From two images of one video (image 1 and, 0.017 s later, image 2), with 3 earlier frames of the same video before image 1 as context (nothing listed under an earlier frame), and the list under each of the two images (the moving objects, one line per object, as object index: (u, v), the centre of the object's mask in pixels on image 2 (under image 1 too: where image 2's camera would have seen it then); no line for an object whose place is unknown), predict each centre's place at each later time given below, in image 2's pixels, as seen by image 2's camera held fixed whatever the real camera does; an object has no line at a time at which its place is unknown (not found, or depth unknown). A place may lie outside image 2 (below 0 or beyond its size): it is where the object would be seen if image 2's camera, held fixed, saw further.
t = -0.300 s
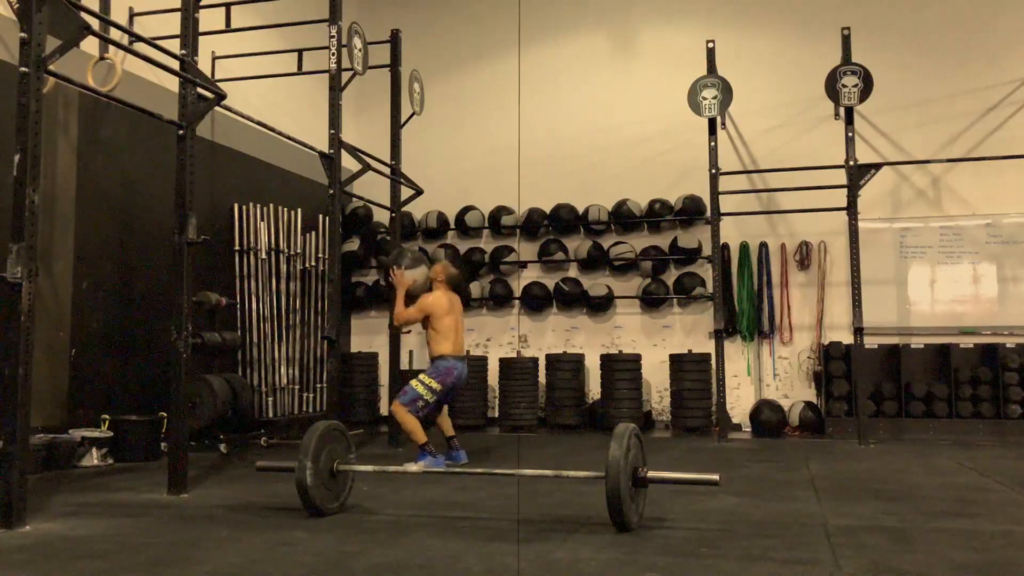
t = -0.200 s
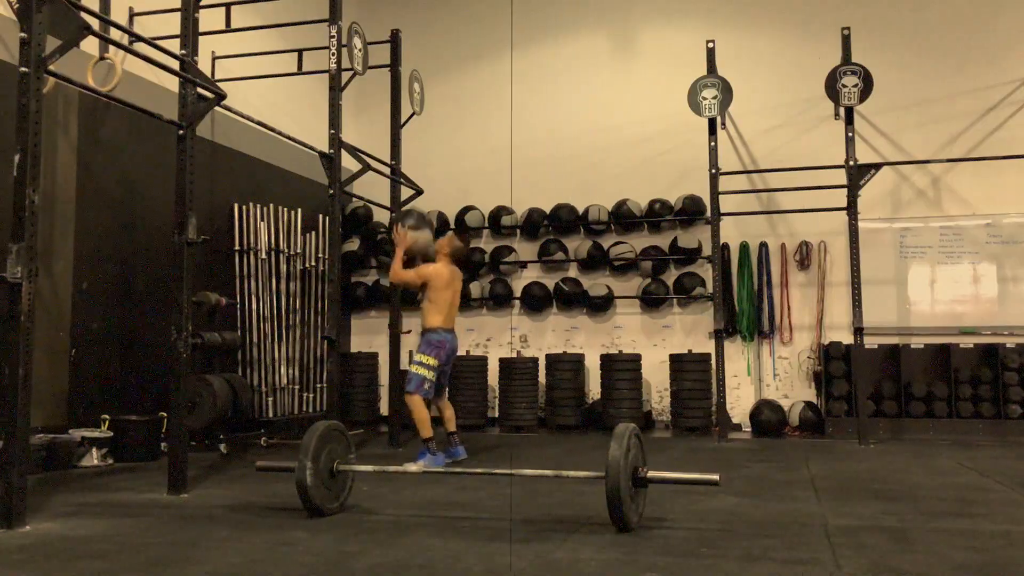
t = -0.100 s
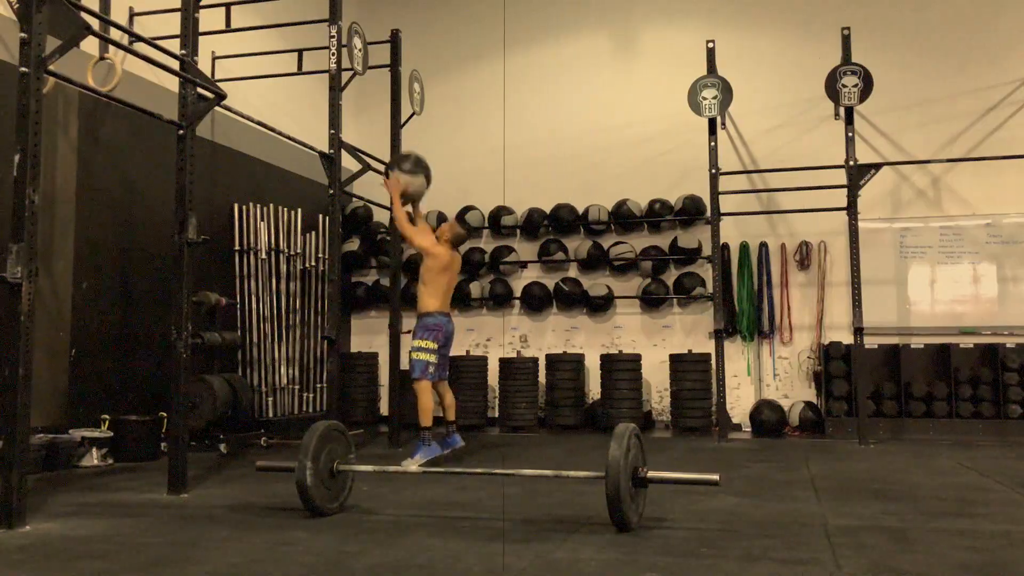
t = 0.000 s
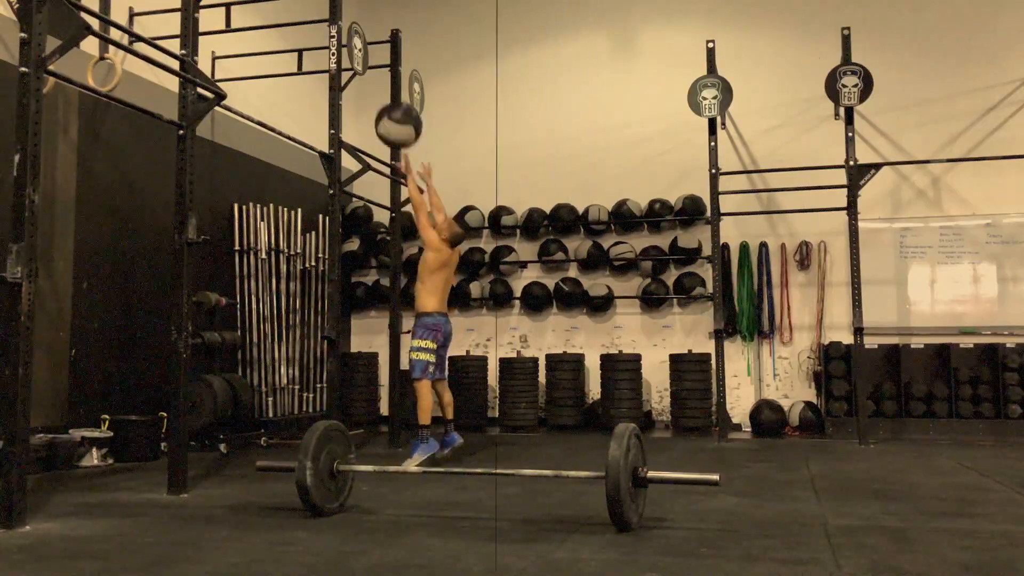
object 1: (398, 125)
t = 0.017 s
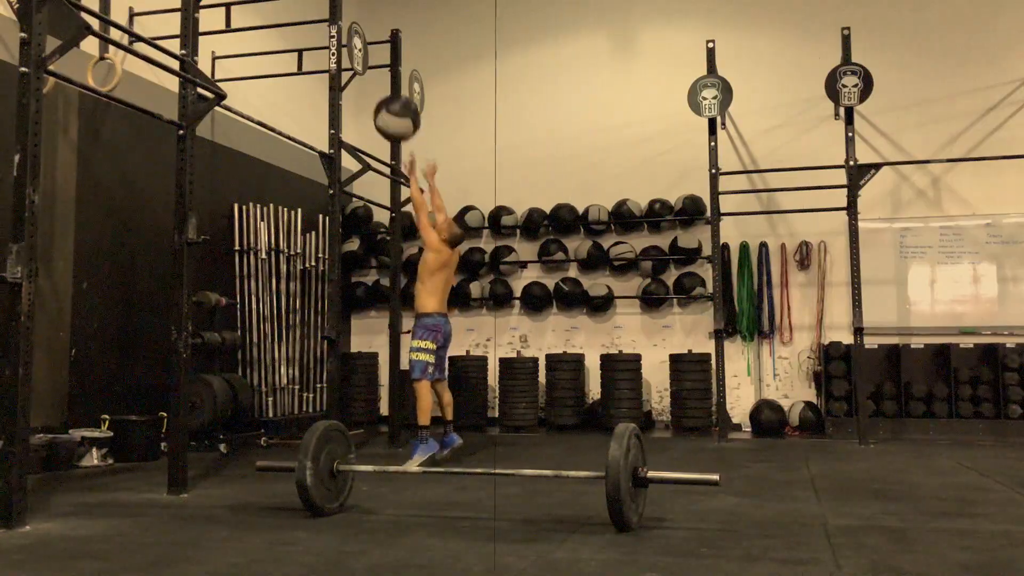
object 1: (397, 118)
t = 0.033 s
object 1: (395, 112)
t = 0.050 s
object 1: (393, 105)
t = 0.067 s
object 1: (392, 99)
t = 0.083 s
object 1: (390, 92)
